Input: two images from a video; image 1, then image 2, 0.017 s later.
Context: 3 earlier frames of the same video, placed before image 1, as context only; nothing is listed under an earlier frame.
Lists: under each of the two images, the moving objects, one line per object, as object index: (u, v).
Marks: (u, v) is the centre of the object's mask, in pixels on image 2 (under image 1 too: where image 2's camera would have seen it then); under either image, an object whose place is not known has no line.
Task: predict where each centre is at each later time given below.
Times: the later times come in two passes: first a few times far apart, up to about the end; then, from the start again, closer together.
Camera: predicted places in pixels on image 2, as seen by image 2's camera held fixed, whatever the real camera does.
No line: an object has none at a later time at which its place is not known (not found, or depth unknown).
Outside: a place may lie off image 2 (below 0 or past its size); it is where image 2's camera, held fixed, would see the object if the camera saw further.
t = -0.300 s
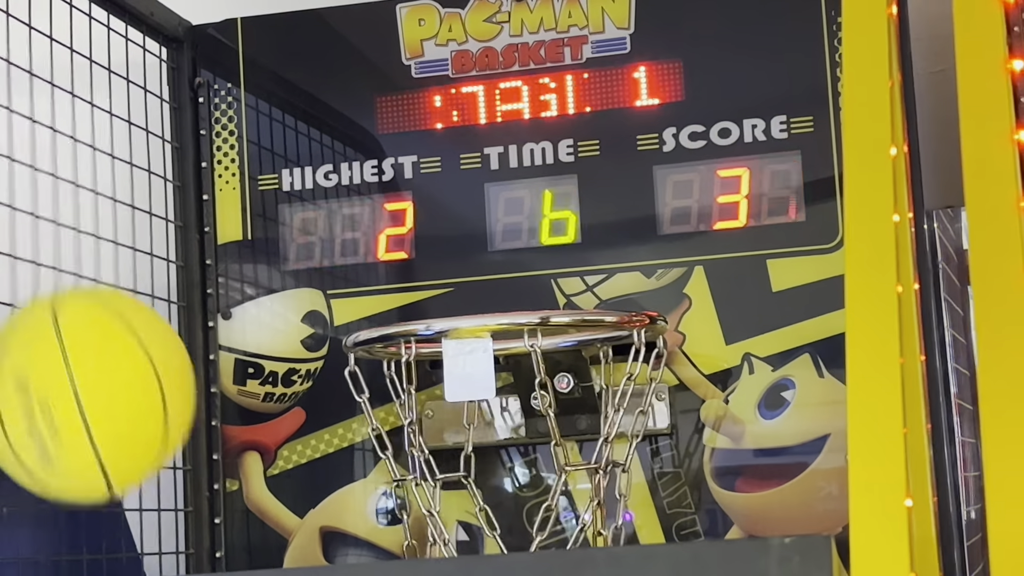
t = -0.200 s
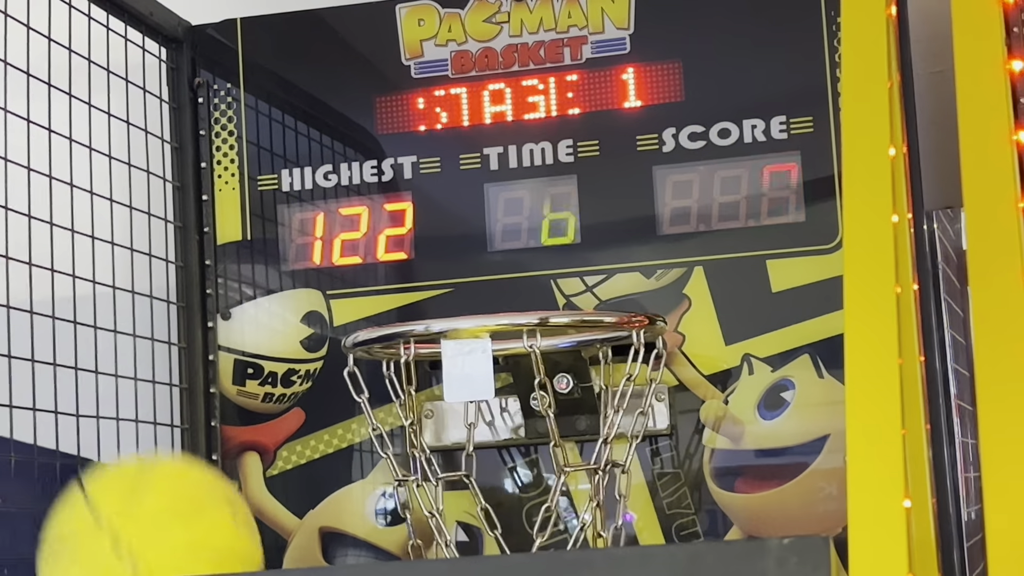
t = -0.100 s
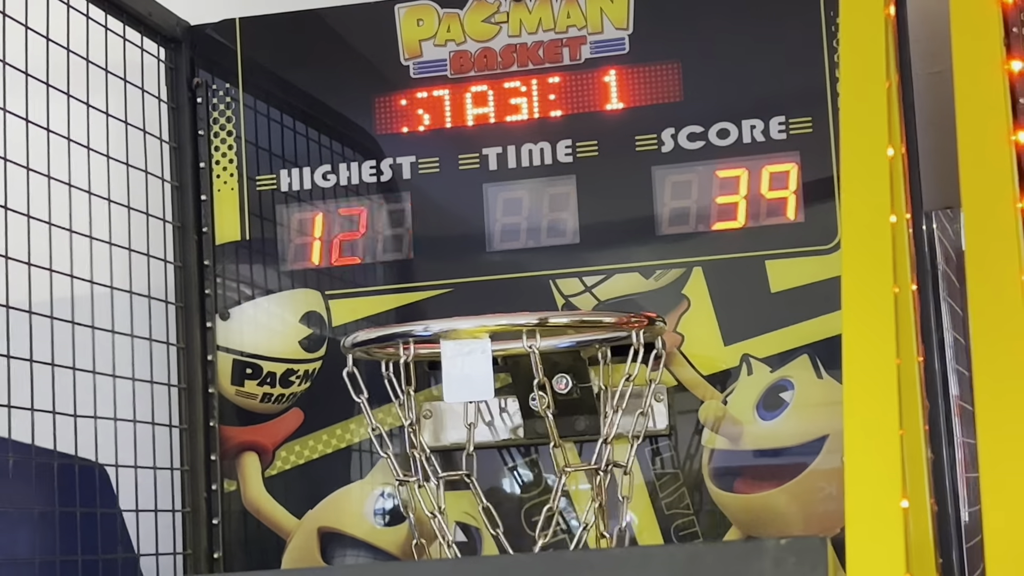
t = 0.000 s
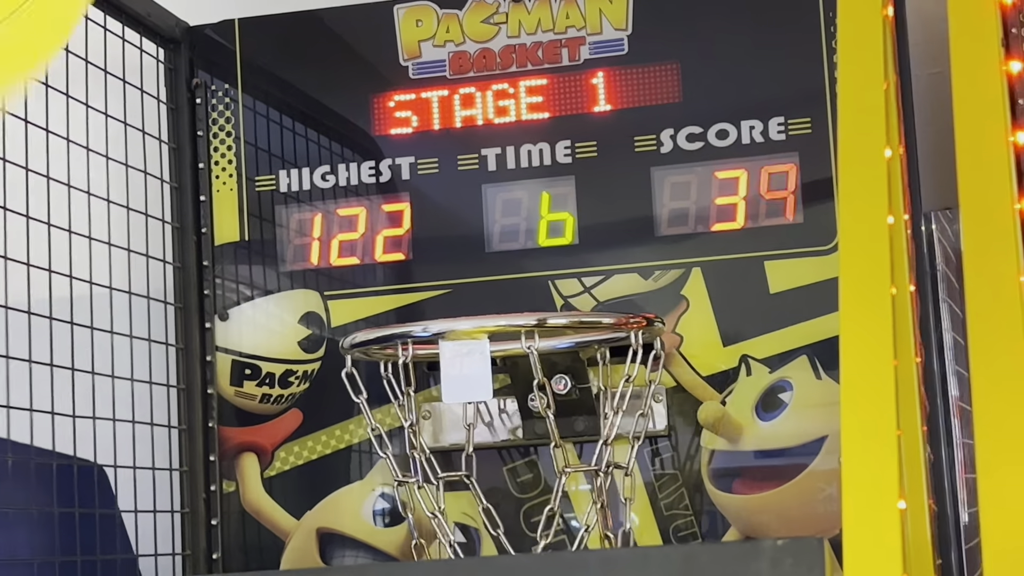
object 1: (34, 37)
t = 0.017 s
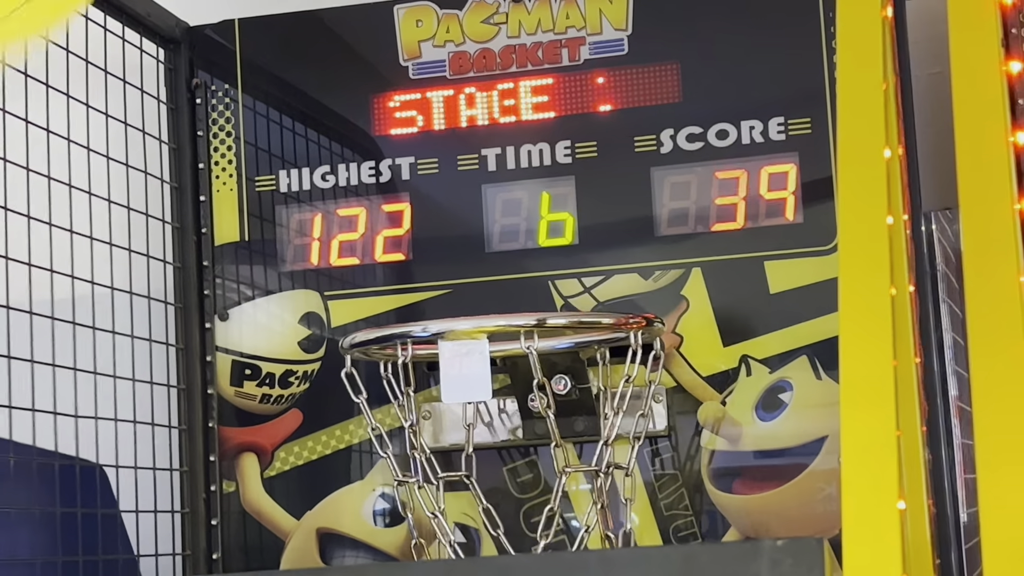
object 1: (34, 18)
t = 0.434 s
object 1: (491, 21)
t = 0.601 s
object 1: (477, 224)
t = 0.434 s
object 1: (491, 21)
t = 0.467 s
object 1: (516, 46)
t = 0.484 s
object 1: (524, 65)
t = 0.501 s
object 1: (519, 78)
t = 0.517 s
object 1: (513, 97)
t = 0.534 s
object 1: (506, 118)
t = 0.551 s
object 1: (499, 142)
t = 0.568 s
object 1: (491, 169)
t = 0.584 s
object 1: (486, 201)
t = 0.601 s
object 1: (477, 224)
